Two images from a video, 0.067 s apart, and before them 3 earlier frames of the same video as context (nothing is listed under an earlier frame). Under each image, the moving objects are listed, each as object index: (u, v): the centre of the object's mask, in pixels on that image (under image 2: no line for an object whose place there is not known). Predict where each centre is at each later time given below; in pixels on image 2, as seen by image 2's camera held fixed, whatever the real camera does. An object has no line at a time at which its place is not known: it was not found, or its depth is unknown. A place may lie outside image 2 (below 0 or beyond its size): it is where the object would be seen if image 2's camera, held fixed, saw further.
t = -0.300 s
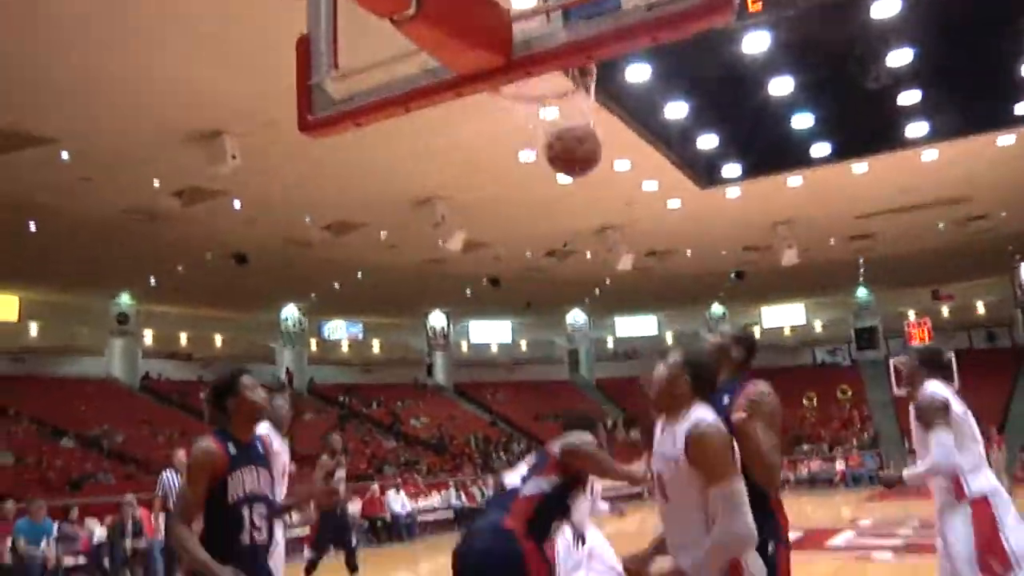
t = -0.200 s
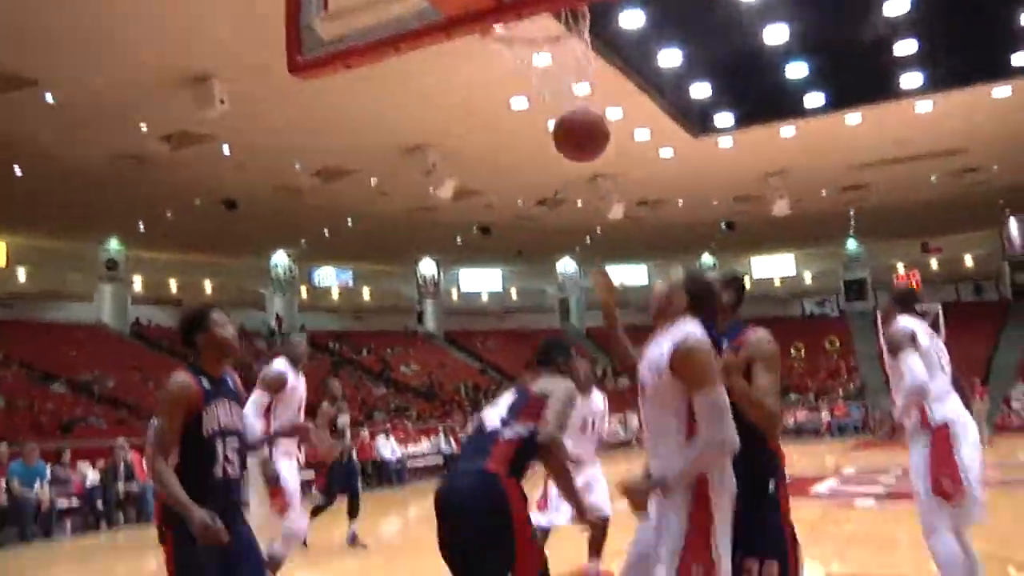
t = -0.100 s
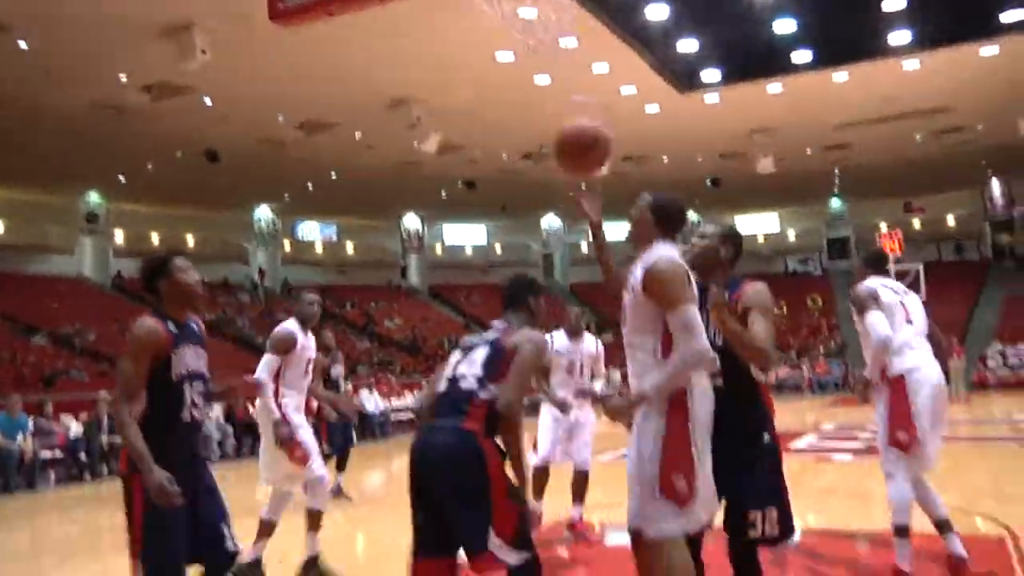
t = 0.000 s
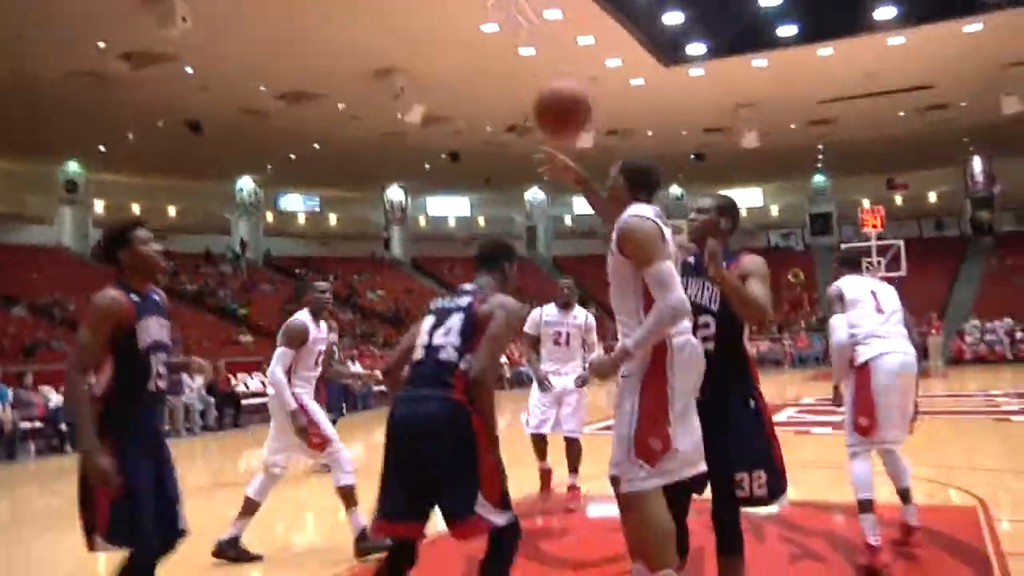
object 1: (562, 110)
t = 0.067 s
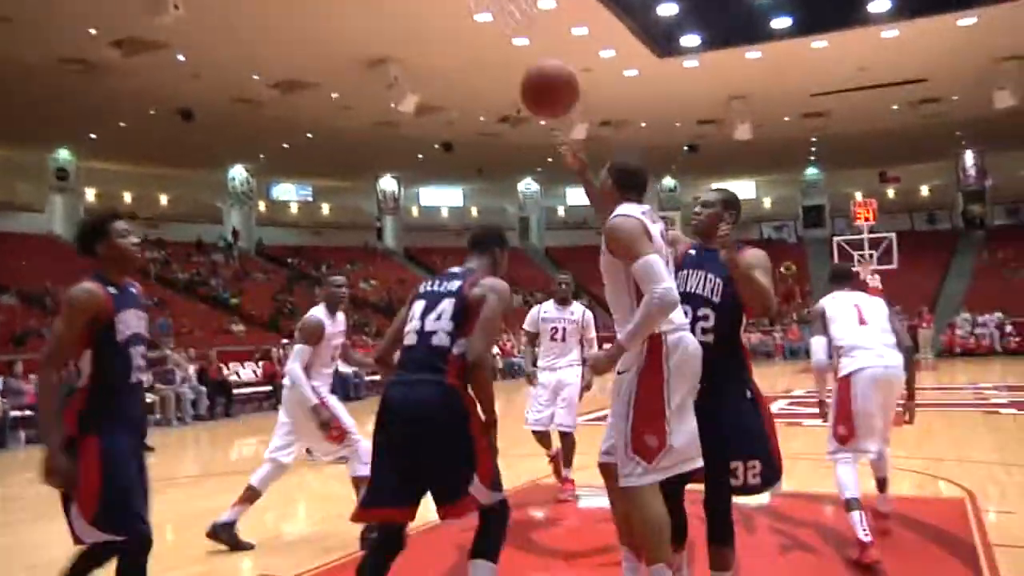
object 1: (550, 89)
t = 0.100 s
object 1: (547, 88)
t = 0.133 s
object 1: (545, 88)
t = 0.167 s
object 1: (542, 95)
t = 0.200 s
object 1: (537, 103)
